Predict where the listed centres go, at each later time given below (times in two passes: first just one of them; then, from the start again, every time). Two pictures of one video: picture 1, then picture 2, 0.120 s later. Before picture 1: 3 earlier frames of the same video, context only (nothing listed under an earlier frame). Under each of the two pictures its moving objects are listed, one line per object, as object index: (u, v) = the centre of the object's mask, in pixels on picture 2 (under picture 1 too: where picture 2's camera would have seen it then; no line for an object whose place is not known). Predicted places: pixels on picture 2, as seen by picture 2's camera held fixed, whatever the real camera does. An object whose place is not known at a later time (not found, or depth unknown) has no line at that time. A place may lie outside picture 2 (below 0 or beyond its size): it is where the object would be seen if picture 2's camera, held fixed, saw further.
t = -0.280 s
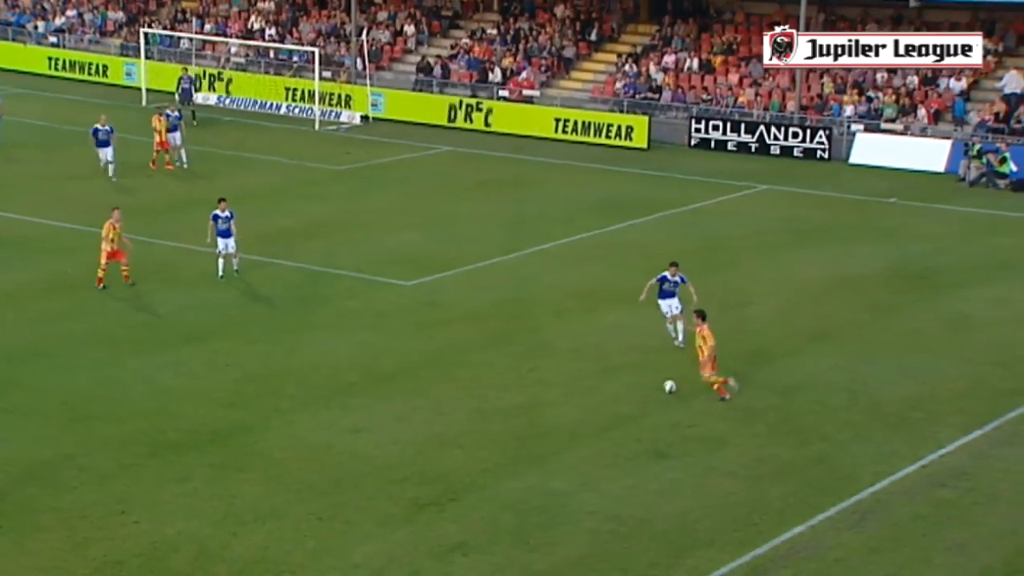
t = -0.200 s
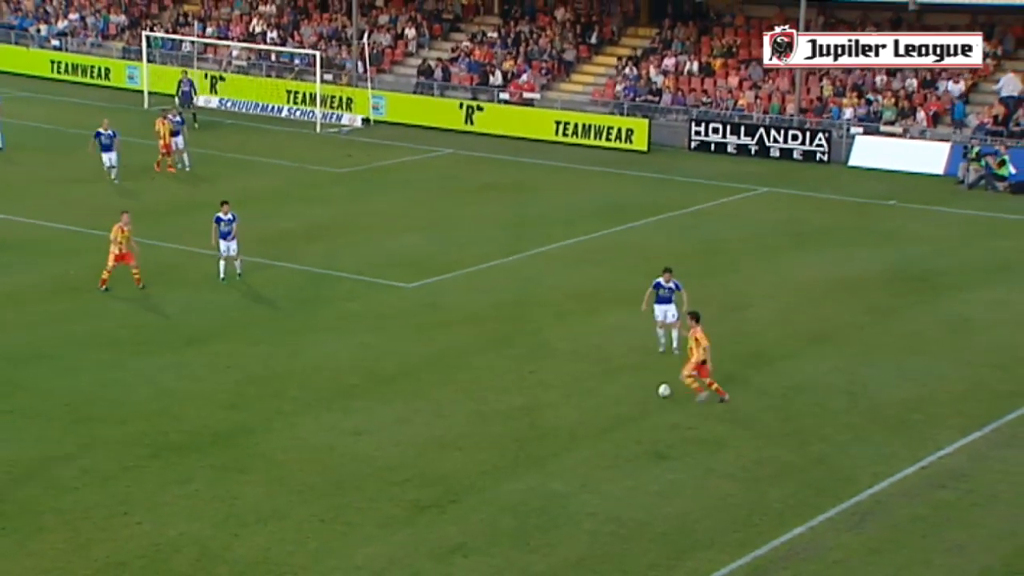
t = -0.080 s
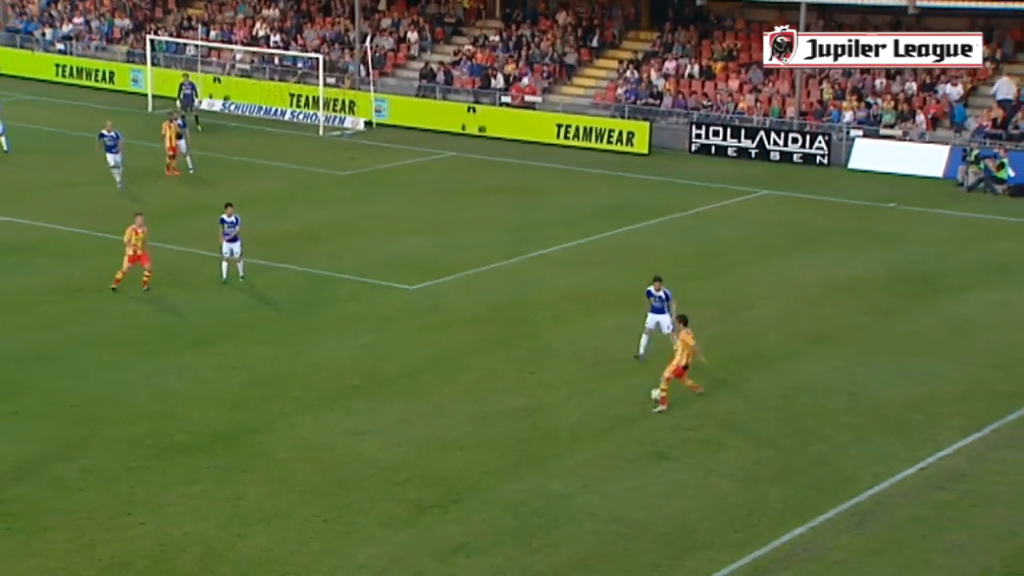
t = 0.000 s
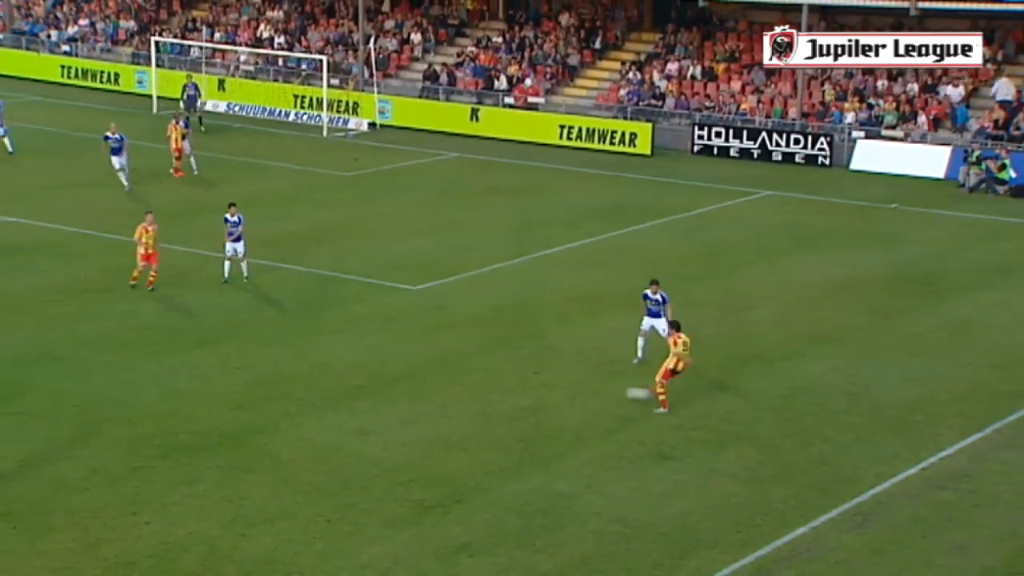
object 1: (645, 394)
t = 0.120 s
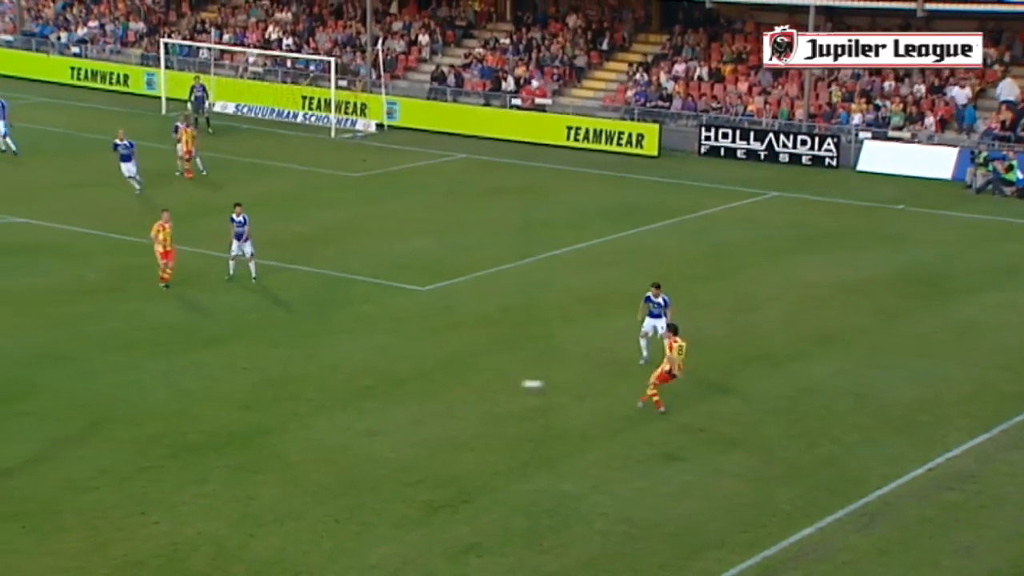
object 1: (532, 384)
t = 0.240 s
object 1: (431, 373)
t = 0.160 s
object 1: (497, 380)
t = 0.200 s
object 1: (464, 376)
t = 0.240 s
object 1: (431, 373)
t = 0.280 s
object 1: (398, 371)
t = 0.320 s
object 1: (366, 369)
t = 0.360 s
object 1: (336, 366)
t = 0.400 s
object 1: (307, 363)
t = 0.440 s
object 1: (278, 362)
